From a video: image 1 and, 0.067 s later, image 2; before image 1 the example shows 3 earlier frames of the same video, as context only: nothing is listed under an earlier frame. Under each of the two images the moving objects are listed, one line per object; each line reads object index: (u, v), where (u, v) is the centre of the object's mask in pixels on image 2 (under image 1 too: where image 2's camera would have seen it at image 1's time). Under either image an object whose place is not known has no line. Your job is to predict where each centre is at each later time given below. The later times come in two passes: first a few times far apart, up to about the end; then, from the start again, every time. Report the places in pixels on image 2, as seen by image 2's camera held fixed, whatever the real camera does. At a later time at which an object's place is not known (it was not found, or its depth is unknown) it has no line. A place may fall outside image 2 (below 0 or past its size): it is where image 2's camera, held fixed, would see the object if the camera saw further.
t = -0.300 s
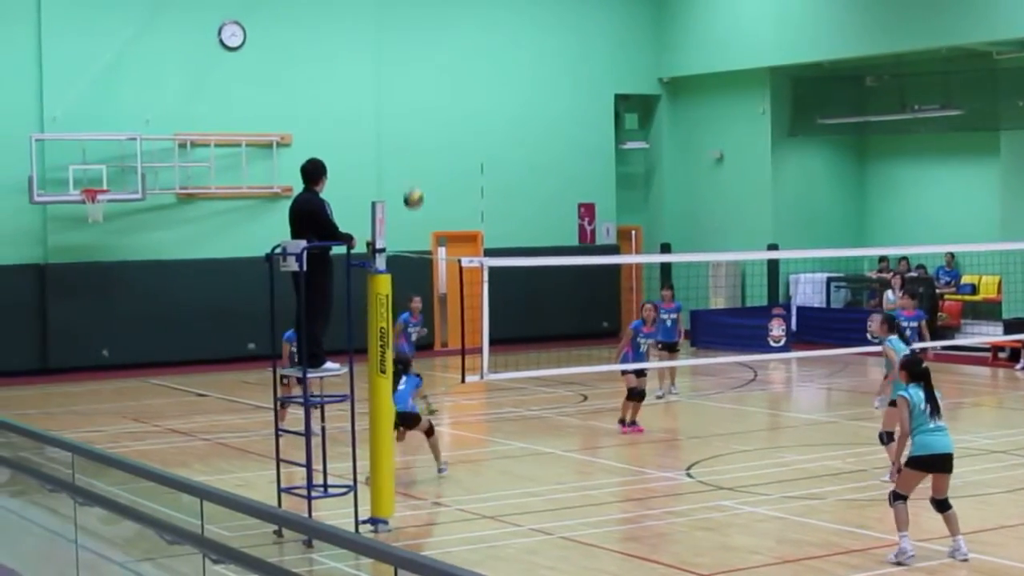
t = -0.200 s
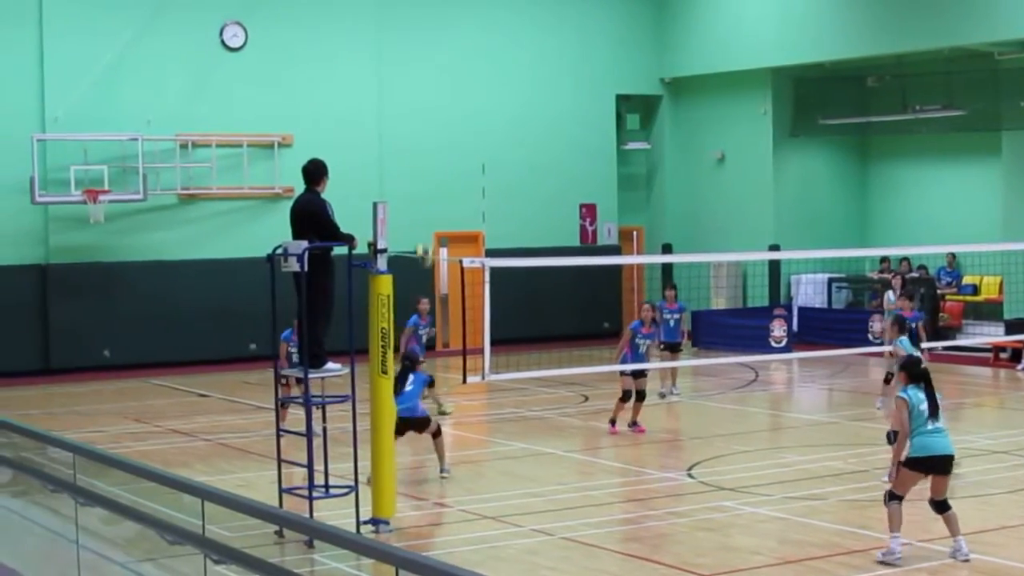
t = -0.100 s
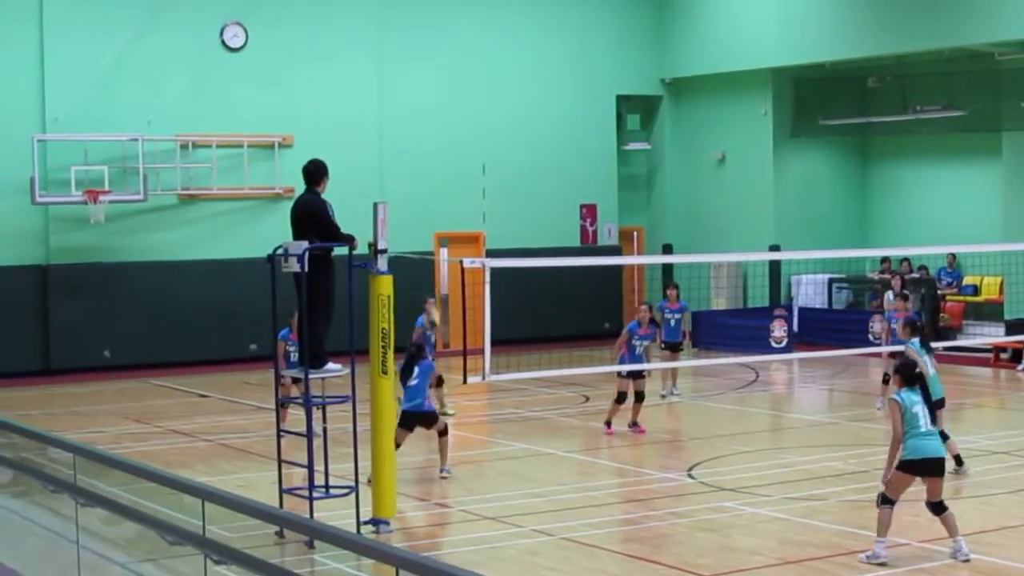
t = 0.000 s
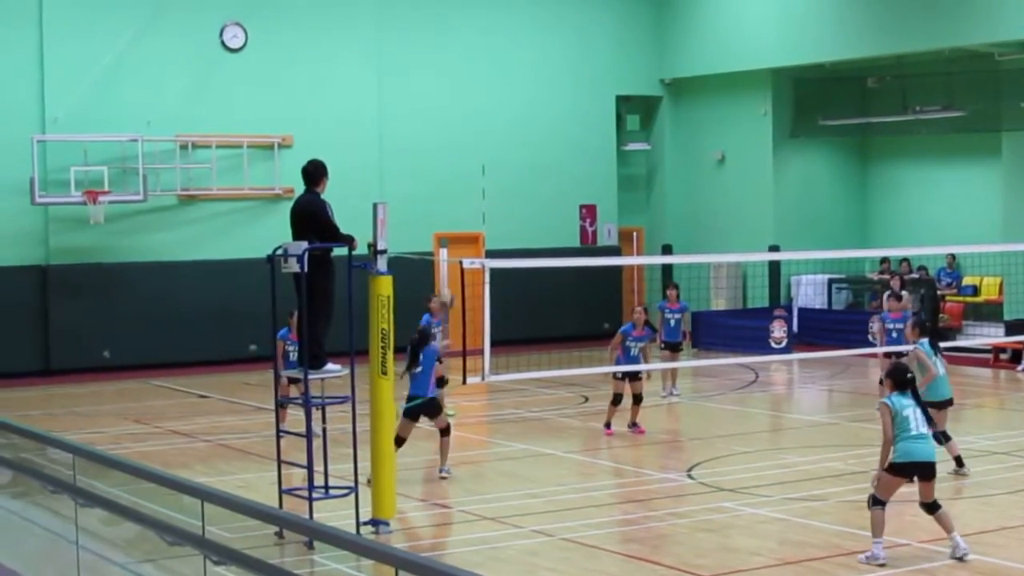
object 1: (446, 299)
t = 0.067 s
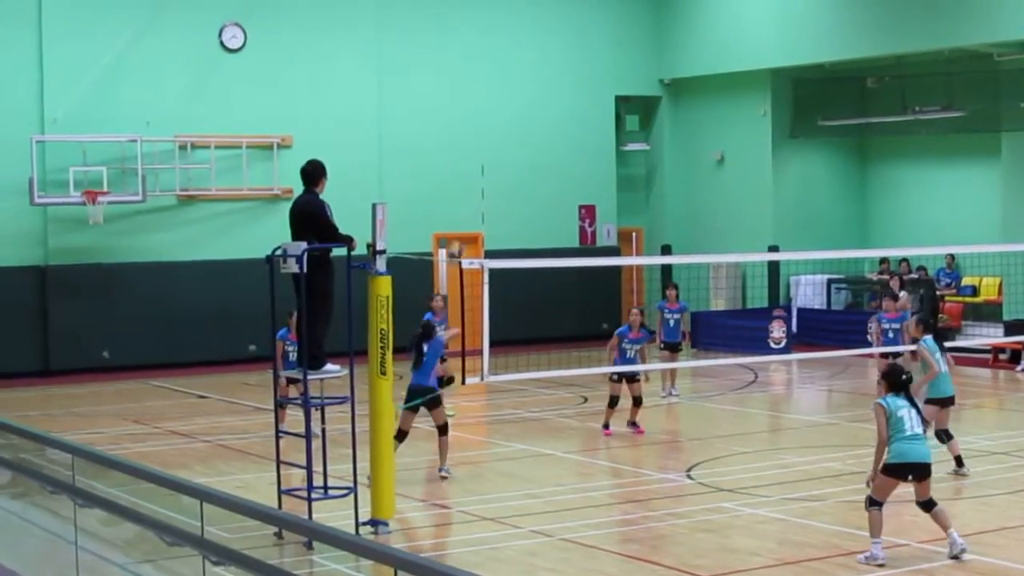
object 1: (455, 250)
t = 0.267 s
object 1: (484, 139)
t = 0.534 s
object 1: (520, 53)
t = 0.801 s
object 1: (555, 36)
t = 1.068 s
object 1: (591, 87)
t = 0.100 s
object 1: (460, 229)
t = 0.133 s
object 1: (466, 211)
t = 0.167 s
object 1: (471, 191)
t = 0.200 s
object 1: (475, 173)
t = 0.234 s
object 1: (479, 155)
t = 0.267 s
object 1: (484, 139)
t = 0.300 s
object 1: (489, 124)
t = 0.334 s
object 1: (493, 111)
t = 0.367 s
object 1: (498, 98)
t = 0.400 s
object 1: (502, 87)
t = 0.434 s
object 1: (507, 76)
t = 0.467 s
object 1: (511, 67)
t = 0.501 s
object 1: (515, 59)
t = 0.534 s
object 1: (520, 53)
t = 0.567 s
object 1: (524, 47)
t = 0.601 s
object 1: (528, 42)
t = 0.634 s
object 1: (533, 39)
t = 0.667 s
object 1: (538, 36)
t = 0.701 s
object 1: (542, 35)
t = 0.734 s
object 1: (546, 34)
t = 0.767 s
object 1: (551, 35)
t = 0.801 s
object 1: (555, 36)
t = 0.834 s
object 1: (561, 40)
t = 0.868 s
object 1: (566, 44)
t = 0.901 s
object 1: (570, 48)
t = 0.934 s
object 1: (574, 54)
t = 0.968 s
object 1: (579, 61)
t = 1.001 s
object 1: (583, 69)
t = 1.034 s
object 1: (588, 77)
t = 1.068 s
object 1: (591, 87)
